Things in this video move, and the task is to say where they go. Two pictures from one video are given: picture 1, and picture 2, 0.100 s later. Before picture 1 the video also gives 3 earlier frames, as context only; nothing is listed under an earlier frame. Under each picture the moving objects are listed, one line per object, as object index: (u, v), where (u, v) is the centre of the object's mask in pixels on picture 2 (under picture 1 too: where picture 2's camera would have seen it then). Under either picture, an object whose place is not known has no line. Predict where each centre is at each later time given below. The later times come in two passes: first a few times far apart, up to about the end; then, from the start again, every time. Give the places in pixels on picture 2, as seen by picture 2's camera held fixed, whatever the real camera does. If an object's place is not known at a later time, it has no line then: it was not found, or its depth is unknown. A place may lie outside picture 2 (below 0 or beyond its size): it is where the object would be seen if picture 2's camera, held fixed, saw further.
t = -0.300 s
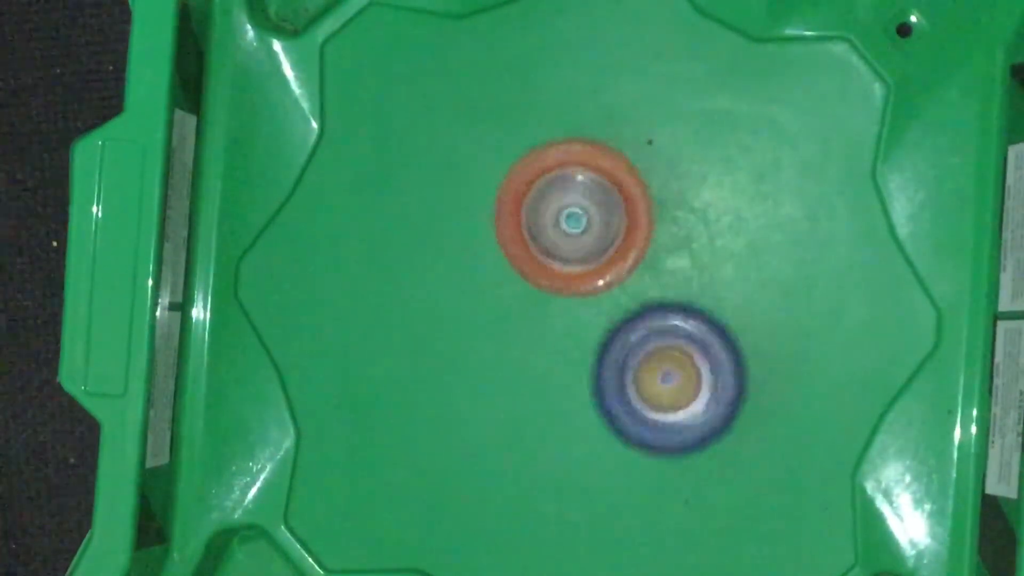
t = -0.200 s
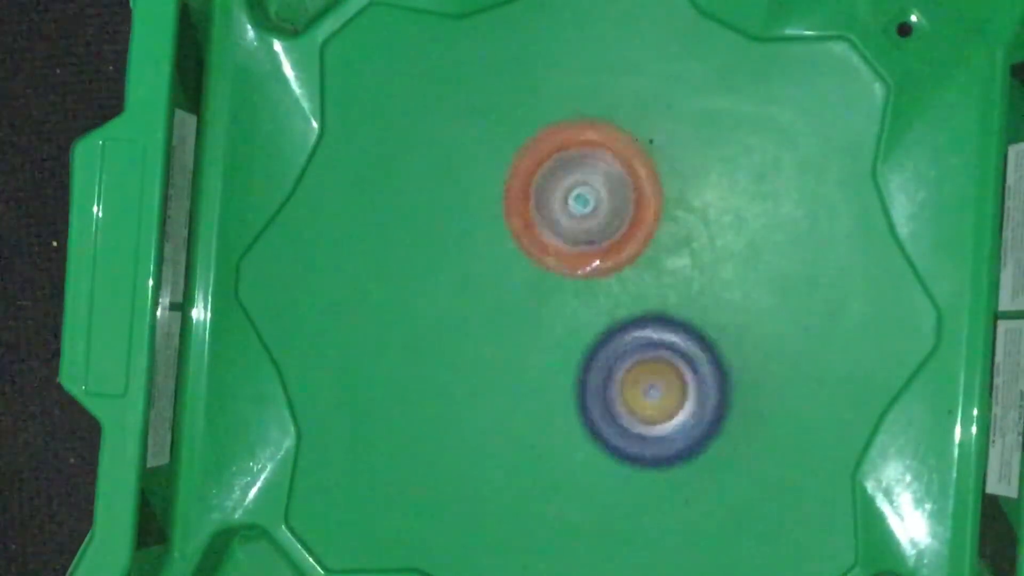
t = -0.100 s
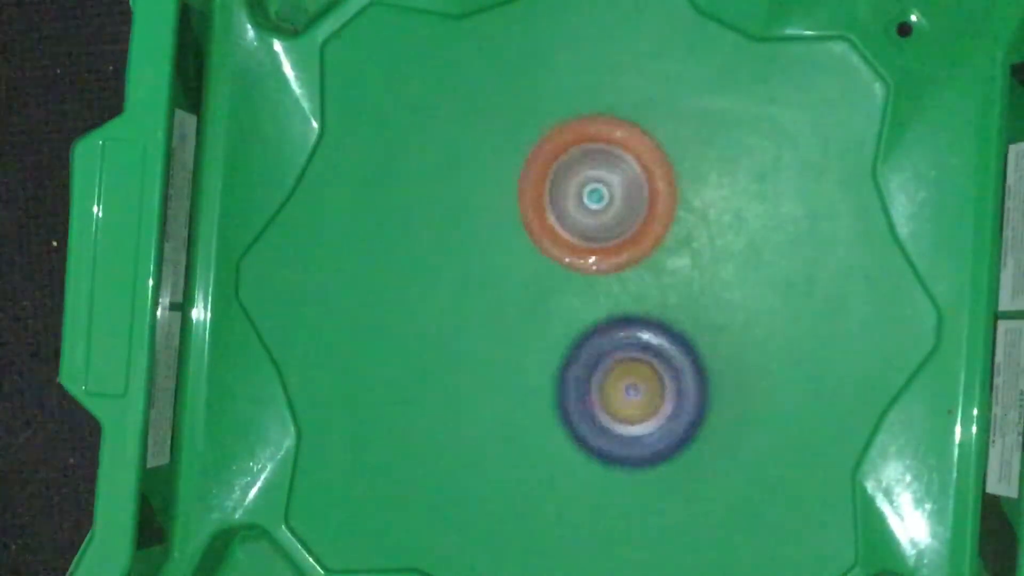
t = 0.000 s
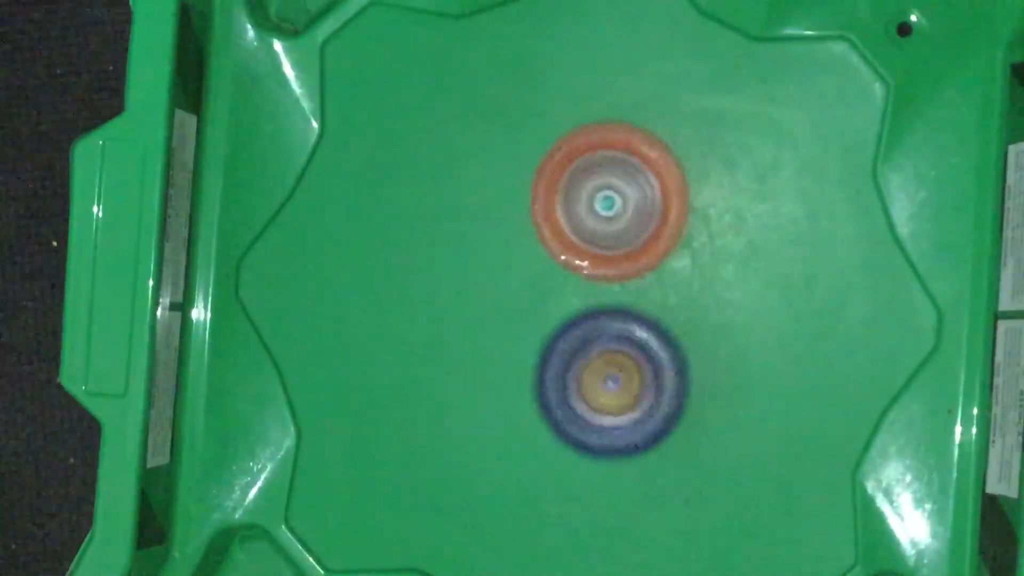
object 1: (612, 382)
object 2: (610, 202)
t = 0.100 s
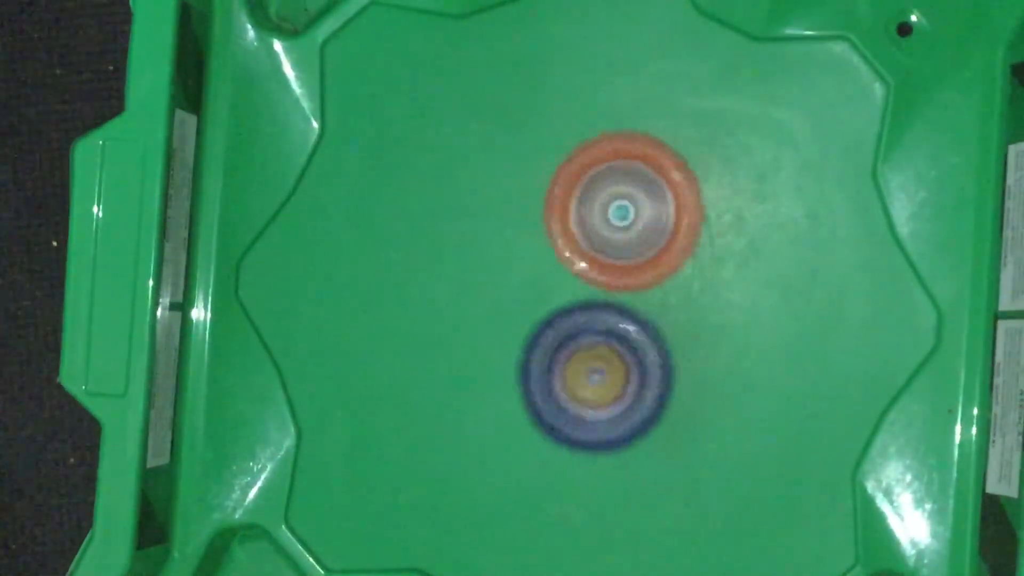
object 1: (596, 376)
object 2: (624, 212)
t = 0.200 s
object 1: (588, 387)
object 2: (643, 217)
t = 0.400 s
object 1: (579, 390)
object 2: (661, 248)
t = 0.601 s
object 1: (549, 381)
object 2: (679, 264)
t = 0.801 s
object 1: (518, 358)
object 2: (688, 289)
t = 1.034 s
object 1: (508, 328)
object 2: (672, 311)
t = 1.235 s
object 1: (485, 283)
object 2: (668, 320)
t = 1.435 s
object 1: (472, 225)
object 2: (677, 314)
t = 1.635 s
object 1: (476, 203)
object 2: (676, 306)
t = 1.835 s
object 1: (496, 157)
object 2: (723, 346)
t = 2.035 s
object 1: (500, 136)
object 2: (739, 366)
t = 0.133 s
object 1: (592, 379)
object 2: (630, 211)
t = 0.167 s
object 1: (589, 384)
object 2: (637, 213)
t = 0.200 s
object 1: (588, 387)
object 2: (643, 217)
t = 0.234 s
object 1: (586, 391)
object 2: (648, 222)
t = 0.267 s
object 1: (584, 393)
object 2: (651, 228)
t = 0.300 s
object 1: (584, 393)
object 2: (654, 232)
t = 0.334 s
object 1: (582, 393)
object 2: (656, 237)
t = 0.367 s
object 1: (581, 393)
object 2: (659, 243)
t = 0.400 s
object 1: (579, 390)
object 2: (661, 248)
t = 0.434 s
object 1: (574, 390)
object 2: (665, 250)
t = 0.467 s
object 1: (570, 389)
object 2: (668, 253)
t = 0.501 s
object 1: (566, 385)
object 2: (670, 256)
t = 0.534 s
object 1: (562, 383)
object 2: (672, 259)
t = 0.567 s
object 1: (555, 383)
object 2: (676, 261)
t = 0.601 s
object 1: (549, 381)
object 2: (679, 264)
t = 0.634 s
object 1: (544, 378)
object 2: (680, 270)
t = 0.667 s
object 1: (539, 375)
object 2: (680, 276)
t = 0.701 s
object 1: (536, 370)
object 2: (679, 281)
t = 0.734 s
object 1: (533, 366)
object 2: (677, 287)
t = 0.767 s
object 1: (529, 361)
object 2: (678, 289)
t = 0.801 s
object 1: (518, 358)
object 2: (688, 289)
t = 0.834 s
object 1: (510, 353)
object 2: (694, 290)
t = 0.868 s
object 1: (506, 350)
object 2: (696, 293)
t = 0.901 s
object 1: (504, 346)
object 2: (695, 296)
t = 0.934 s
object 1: (504, 342)
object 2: (691, 300)
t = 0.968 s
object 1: (504, 338)
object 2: (685, 304)
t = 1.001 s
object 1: (505, 333)
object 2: (678, 308)
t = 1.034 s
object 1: (508, 328)
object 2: (672, 311)
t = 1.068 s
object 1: (499, 322)
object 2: (676, 314)
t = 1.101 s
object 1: (490, 315)
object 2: (680, 319)
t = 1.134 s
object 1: (486, 307)
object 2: (680, 321)
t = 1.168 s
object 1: (484, 298)
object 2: (677, 322)
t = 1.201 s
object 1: (484, 290)
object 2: (673, 322)
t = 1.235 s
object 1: (485, 283)
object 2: (668, 320)
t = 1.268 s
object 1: (487, 276)
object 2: (663, 317)
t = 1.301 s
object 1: (490, 269)
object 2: (658, 314)
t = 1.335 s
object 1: (495, 262)
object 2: (654, 310)
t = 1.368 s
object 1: (495, 252)
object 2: (656, 309)
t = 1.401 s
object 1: (480, 236)
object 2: (670, 313)
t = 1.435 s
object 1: (472, 225)
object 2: (677, 314)
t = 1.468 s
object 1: (467, 216)
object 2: (680, 315)
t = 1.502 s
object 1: (464, 210)
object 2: (680, 315)
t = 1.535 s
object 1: (463, 205)
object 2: (680, 314)
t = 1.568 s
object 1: (465, 203)
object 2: (679, 312)
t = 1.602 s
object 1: (469, 202)
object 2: (677, 310)
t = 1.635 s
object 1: (476, 203)
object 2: (676, 306)
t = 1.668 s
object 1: (493, 207)
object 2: (673, 300)
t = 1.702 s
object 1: (504, 209)
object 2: (672, 298)
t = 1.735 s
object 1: (516, 210)
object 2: (671, 296)
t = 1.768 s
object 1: (528, 211)
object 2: (672, 296)
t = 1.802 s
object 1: (512, 184)
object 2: (699, 322)
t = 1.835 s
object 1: (496, 157)
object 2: (723, 346)
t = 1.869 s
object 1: (487, 140)
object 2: (739, 362)
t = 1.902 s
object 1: (483, 130)
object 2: (746, 372)
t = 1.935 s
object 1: (484, 126)
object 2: (748, 376)
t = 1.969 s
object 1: (487, 127)
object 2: (747, 376)
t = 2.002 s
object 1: (492, 130)
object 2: (744, 372)
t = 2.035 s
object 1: (500, 136)
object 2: (739, 366)
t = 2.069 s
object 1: (509, 144)
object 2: (733, 360)
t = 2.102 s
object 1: (521, 153)
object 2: (728, 352)
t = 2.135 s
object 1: (529, 164)
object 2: (719, 342)
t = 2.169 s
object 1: (546, 174)
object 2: (718, 332)
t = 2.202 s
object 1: (554, 188)
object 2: (706, 324)
